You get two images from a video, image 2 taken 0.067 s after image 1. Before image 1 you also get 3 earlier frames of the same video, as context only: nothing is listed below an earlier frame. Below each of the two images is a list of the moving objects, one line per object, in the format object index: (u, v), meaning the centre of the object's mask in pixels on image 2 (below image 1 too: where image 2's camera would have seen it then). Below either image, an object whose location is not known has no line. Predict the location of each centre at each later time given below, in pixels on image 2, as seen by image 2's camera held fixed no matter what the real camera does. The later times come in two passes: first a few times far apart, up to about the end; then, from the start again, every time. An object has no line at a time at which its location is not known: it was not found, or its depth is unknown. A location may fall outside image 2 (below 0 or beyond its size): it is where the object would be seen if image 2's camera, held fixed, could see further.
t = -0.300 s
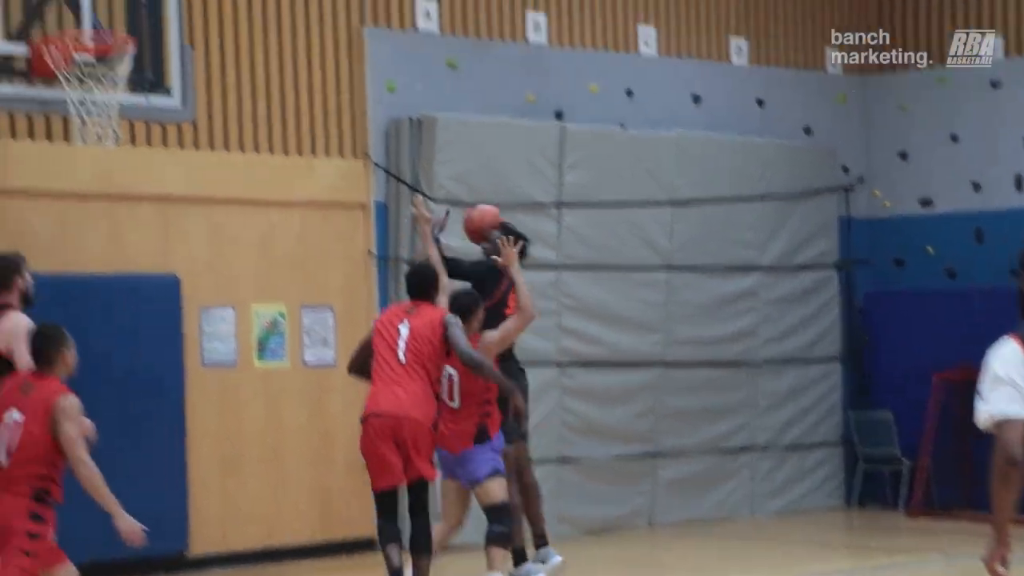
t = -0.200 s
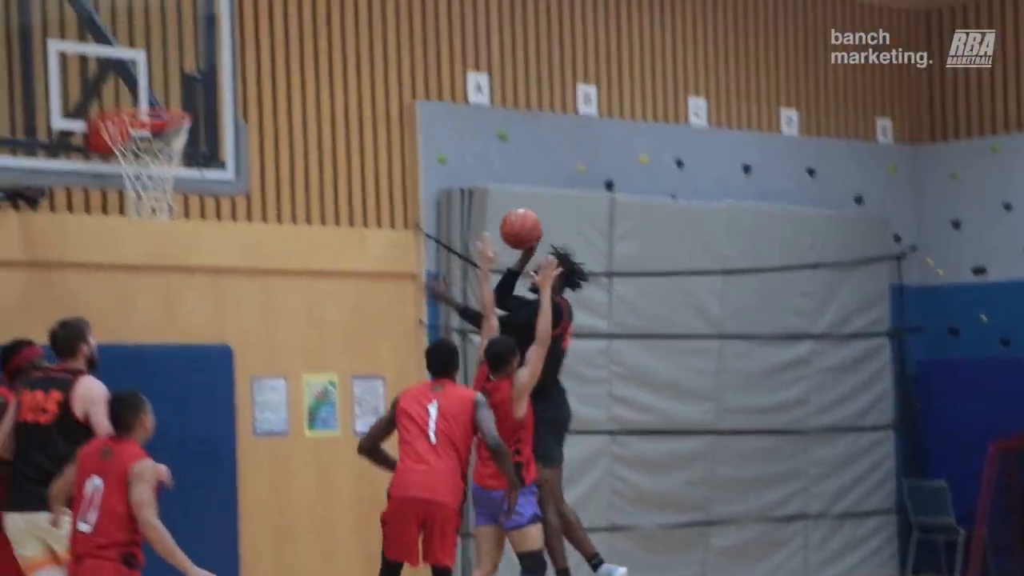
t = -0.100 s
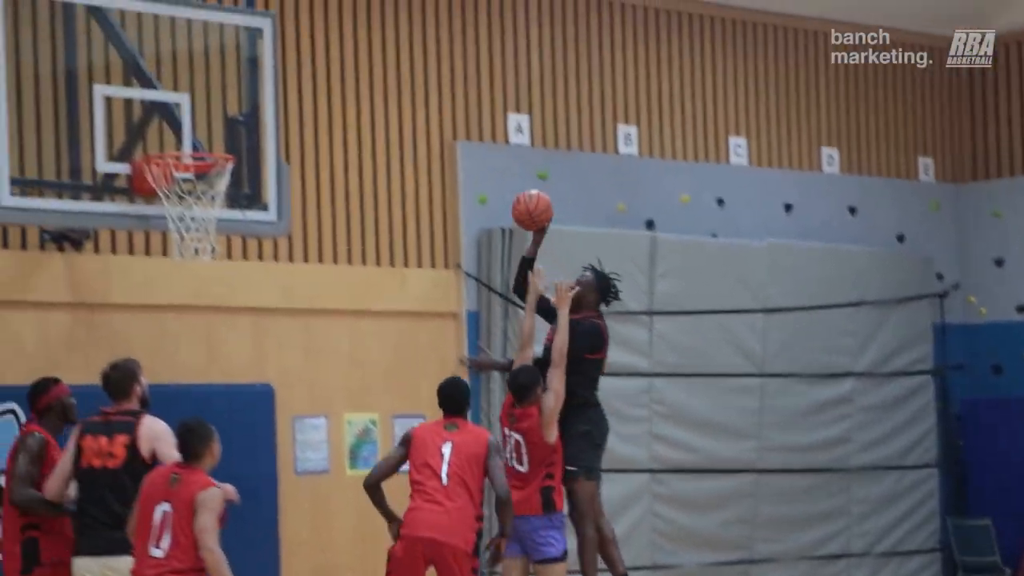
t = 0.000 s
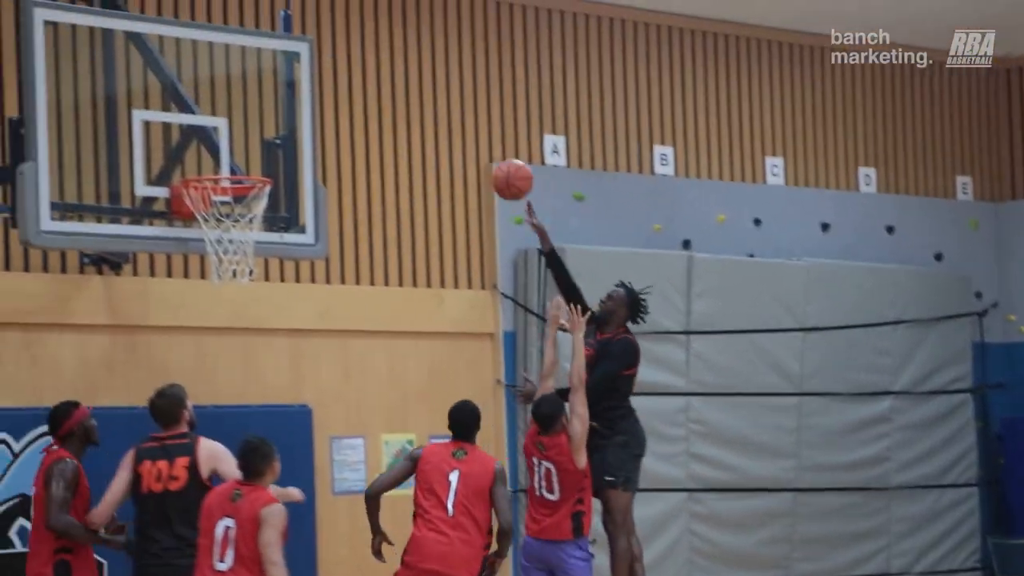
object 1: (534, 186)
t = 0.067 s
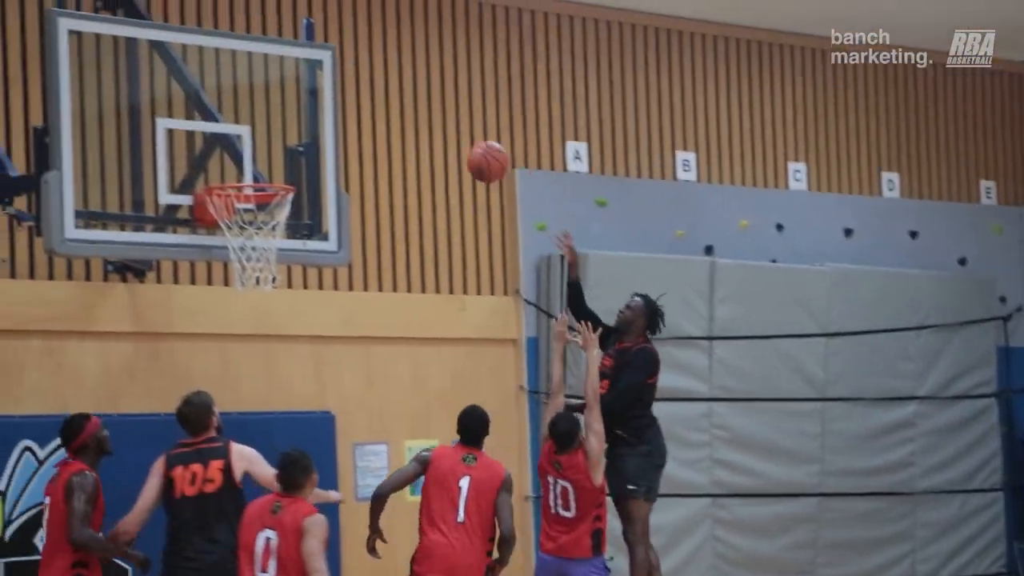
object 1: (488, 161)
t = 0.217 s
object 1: (383, 133)
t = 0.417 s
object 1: (263, 150)
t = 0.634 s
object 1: (232, 225)
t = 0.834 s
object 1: (267, 263)
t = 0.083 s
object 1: (476, 157)
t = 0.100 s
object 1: (464, 152)
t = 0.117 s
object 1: (453, 148)
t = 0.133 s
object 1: (441, 144)
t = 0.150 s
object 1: (429, 141)
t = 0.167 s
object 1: (418, 138)
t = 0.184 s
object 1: (406, 136)
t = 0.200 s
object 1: (395, 134)
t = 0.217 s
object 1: (383, 133)
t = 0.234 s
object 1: (372, 132)
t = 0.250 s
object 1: (360, 132)
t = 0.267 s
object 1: (348, 132)
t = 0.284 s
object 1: (336, 132)
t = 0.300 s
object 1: (325, 133)
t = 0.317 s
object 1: (312, 134)
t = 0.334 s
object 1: (301, 136)
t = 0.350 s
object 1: (289, 139)
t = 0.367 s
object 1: (277, 142)
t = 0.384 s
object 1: (268, 145)
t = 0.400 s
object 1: (266, 148)
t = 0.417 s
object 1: (263, 150)
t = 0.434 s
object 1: (260, 153)
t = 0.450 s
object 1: (257, 157)
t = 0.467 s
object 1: (254, 161)
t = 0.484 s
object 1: (252, 165)
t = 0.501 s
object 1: (249, 168)
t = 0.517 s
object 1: (246, 171)
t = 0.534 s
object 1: (243, 173)
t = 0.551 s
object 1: (240, 177)
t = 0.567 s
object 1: (239, 199)
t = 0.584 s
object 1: (234, 208)
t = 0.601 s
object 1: (233, 213)
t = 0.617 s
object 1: (232, 220)
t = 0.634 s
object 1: (232, 225)
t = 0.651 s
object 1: (235, 227)
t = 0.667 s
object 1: (238, 229)
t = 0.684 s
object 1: (240, 229)
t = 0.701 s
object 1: (244, 233)
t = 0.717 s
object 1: (247, 240)
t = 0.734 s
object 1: (249, 241)
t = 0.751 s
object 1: (249, 245)
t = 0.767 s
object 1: (252, 247)
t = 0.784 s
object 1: (256, 250)
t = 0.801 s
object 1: (260, 253)
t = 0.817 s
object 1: (263, 257)
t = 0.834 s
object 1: (267, 263)
